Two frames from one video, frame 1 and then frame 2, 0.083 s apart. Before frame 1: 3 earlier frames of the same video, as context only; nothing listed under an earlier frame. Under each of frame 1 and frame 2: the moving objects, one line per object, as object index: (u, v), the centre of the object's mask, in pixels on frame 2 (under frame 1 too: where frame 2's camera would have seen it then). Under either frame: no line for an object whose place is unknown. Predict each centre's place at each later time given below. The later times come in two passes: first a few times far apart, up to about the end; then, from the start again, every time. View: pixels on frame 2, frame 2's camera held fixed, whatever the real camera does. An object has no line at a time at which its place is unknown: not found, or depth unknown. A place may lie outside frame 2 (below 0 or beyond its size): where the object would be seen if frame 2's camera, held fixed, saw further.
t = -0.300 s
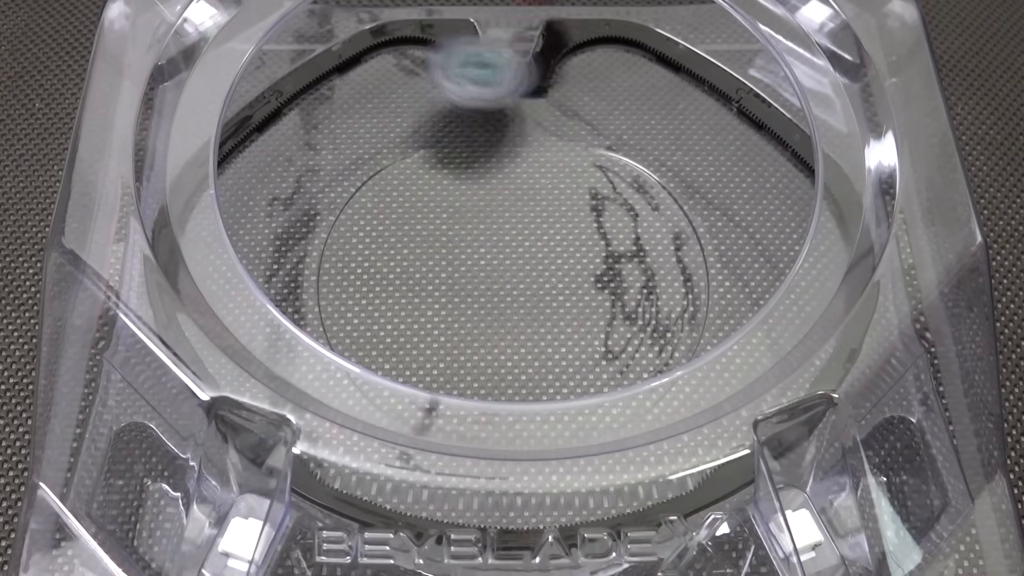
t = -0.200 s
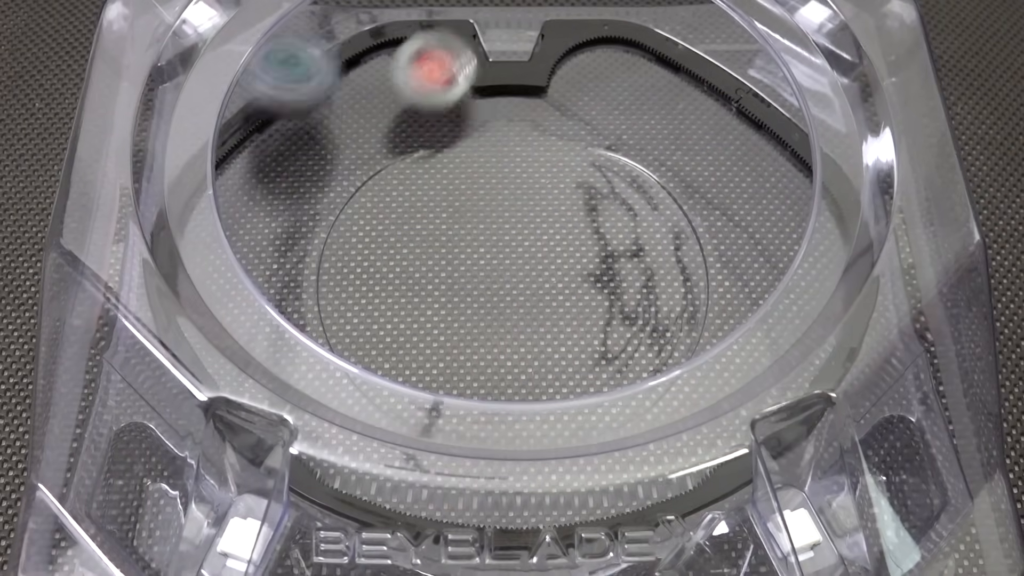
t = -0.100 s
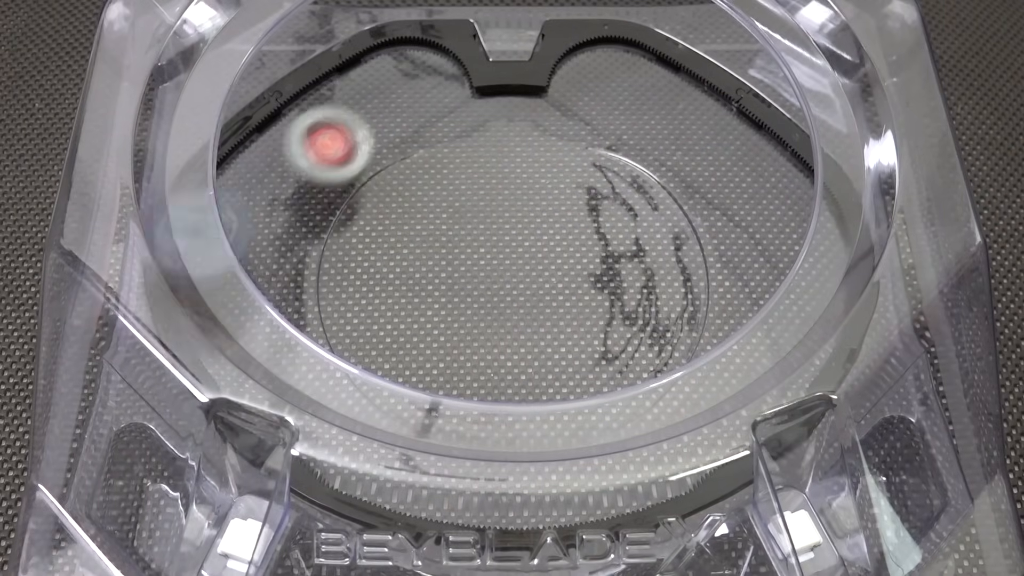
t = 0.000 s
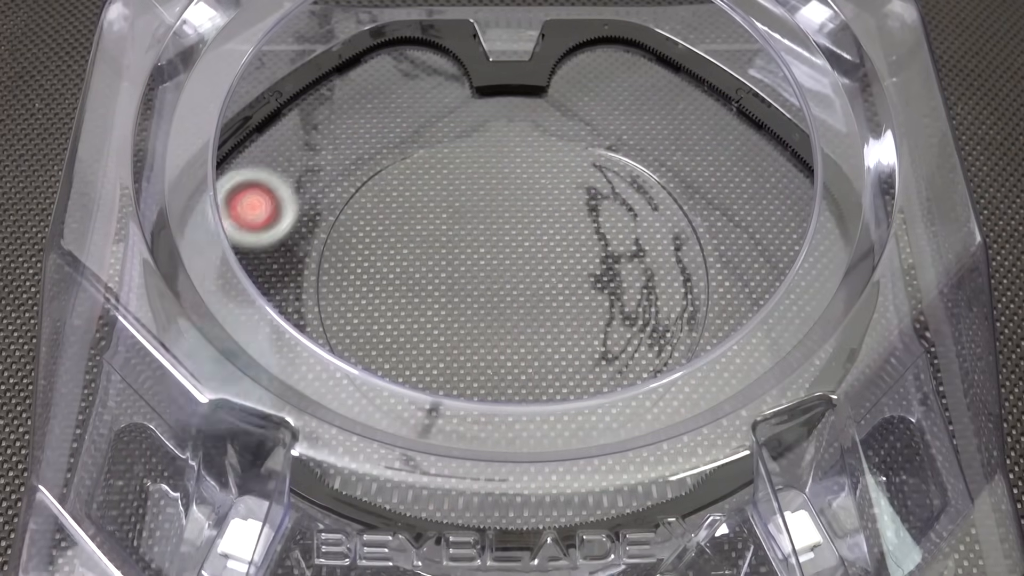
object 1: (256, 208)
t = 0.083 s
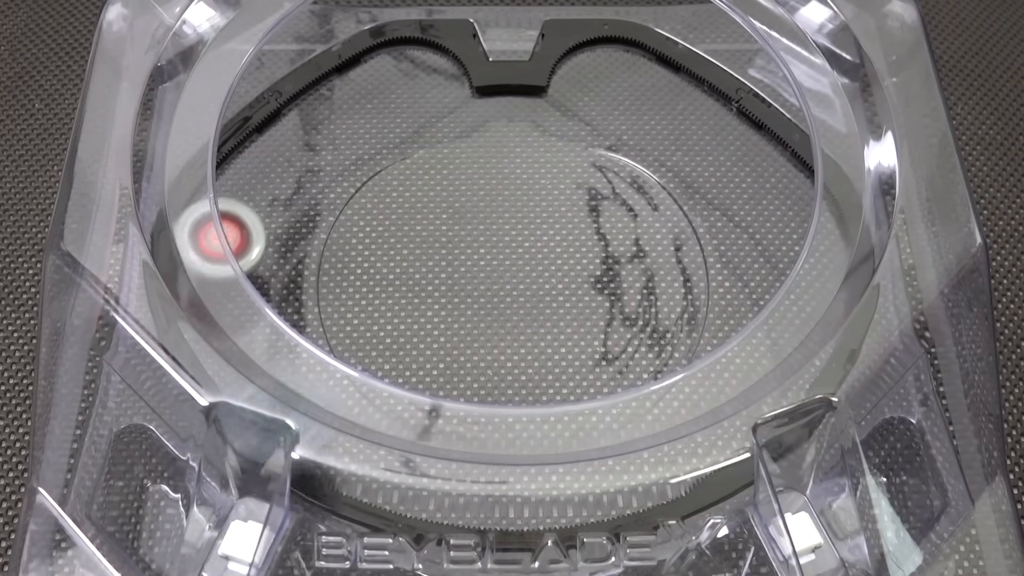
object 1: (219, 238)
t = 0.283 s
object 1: (299, 221)
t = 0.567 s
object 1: (511, 123)
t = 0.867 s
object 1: (442, 71)
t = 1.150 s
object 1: (391, 44)
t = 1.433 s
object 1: (624, 332)
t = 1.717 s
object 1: (798, 252)
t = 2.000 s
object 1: (767, 228)
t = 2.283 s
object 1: (761, 200)
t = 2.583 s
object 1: (480, 259)
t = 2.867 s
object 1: (614, 281)
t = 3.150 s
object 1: (383, 71)
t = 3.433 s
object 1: (227, 217)
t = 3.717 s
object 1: (297, 372)
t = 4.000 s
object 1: (352, 411)
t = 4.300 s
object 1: (434, 395)
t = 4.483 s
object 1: (556, 281)
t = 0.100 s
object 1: (218, 242)
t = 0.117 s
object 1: (218, 244)
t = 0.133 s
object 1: (218, 246)
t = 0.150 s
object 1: (220, 247)
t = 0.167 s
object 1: (223, 247)
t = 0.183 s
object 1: (229, 245)
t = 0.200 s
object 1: (253, 239)
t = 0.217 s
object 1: (258, 239)
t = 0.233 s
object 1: (264, 236)
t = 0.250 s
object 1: (270, 233)
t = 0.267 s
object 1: (283, 227)
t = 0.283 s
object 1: (299, 221)
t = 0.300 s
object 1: (316, 213)
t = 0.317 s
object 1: (334, 207)
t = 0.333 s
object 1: (354, 201)
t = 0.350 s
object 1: (374, 197)
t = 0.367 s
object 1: (394, 193)
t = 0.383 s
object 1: (413, 191)
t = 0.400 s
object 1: (431, 187)
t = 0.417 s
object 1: (447, 182)
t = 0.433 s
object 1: (462, 176)
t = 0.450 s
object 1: (476, 170)
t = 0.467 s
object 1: (489, 162)
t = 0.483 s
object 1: (501, 154)
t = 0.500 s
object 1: (512, 145)
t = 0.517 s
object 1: (522, 136)
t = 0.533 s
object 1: (528, 128)
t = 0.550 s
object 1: (521, 125)
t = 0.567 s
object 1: (511, 123)
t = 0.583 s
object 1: (501, 122)
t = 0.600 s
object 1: (490, 120)
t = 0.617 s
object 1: (480, 118)
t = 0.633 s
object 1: (470, 115)
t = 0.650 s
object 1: (461, 111)
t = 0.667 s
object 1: (454, 107)
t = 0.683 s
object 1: (449, 103)
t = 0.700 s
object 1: (445, 99)
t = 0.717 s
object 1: (443, 95)
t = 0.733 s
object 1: (441, 92)
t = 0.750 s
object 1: (440, 90)
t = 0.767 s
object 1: (439, 87)
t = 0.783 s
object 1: (439, 84)
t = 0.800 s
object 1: (440, 82)
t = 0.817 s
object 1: (440, 80)
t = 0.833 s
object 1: (441, 77)
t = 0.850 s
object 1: (441, 74)
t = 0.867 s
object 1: (442, 71)
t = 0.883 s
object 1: (443, 67)
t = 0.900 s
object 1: (443, 64)
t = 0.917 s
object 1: (442, 60)
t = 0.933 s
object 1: (441, 56)
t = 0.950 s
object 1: (439, 52)
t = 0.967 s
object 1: (438, 48)
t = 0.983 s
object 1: (435, 44)
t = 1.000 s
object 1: (432, 39)
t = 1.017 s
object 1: (429, 35)
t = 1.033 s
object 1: (426, 32)
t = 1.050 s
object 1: (422, 30)
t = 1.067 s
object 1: (418, 28)
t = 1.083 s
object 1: (411, 29)
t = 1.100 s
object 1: (403, 31)
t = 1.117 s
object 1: (397, 33)
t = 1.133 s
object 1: (393, 37)
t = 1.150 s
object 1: (391, 44)
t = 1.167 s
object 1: (391, 51)
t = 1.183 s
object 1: (392, 60)
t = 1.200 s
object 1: (395, 72)
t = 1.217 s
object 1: (400, 85)
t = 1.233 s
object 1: (407, 102)
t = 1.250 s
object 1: (415, 119)
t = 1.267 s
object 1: (423, 139)
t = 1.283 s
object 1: (431, 162)
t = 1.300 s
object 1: (437, 184)
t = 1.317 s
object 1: (445, 210)
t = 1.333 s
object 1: (455, 233)
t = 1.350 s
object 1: (472, 255)
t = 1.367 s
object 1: (500, 268)
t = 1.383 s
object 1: (531, 284)
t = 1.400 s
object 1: (562, 301)
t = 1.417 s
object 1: (594, 321)
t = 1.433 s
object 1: (624, 332)
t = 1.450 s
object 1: (653, 336)
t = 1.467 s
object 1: (681, 347)
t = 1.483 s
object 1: (700, 342)
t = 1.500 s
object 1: (720, 340)
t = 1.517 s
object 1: (738, 338)
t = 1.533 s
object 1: (753, 338)
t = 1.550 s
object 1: (775, 347)
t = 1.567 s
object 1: (791, 355)
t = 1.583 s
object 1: (810, 349)
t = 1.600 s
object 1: (822, 338)
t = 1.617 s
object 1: (820, 322)
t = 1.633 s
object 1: (818, 309)
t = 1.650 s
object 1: (810, 296)
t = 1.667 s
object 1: (803, 287)
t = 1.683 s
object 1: (800, 275)
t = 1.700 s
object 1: (800, 262)
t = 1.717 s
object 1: (798, 252)
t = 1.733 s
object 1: (794, 242)
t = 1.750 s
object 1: (792, 231)
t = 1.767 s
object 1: (791, 222)
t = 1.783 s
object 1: (804, 212)
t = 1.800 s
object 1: (817, 206)
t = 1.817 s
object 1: (830, 202)
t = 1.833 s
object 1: (841, 201)
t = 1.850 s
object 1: (834, 207)
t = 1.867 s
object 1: (824, 208)
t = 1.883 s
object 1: (816, 210)
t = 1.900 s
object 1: (808, 213)
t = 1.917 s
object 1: (798, 214)
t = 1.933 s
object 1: (790, 216)
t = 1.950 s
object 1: (783, 218)
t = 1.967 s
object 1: (774, 221)
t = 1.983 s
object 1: (770, 224)
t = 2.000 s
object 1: (767, 228)
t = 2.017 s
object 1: (764, 231)
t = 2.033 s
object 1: (763, 235)
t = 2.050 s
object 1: (762, 240)
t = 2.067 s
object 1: (761, 244)
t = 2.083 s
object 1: (762, 247)
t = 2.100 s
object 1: (764, 252)
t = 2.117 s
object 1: (774, 259)
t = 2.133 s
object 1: (782, 265)
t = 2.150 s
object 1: (792, 272)
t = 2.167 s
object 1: (798, 278)
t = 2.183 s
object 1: (812, 285)
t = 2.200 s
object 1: (831, 297)
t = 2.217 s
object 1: (830, 289)
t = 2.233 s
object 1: (809, 260)
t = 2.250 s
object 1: (798, 240)
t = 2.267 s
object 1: (772, 216)
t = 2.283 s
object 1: (761, 200)
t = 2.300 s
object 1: (743, 177)
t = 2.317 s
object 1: (727, 157)
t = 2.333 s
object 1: (710, 138)
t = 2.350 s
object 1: (694, 121)
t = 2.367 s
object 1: (679, 103)
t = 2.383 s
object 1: (663, 89)
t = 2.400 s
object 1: (649, 75)
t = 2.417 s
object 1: (634, 62)
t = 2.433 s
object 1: (619, 51)
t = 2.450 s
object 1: (605, 42)
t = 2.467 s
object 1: (591, 33)
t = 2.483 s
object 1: (578, 28)
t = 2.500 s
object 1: (565, 42)
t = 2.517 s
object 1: (548, 80)
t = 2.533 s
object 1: (531, 125)
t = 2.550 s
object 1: (510, 179)
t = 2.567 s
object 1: (494, 226)
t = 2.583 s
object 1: (480, 259)
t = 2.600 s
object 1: (477, 271)
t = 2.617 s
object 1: (478, 276)
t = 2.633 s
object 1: (479, 280)
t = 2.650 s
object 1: (482, 285)
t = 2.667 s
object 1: (486, 290)
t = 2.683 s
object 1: (493, 297)
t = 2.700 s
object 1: (500, 303)
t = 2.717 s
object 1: (508, 310)
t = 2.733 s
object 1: (521, 317)
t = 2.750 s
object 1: (534, 325)
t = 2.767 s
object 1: (549, 331)
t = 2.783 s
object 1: (566, 335)
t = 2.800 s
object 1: (584, 339)
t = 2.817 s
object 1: (602, 338)
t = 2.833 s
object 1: (616, 333)
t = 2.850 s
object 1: (618, 307)
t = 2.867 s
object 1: (614, 281)
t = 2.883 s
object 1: (611, 258)
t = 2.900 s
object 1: (606, 233)
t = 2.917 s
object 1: (601, 210)
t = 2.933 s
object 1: (594, 189)
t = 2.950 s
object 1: (584, 170)
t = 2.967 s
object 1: (572, 152)
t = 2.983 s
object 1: (559, 136)
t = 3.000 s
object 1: (544, 122)
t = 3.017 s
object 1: (529, 109)
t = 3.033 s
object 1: (514, 99)
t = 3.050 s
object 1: (499, 90)
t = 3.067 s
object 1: (481, 83)
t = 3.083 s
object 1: (463, 78)
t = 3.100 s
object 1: (444, 73)
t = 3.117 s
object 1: (424, 71)
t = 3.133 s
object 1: (403, 70)
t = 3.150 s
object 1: (383, 71)
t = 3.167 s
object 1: (366, 73)
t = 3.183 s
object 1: (352, 78)
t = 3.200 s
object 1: (336, 84)
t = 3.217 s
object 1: (322, 91)
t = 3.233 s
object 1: (308, 99)
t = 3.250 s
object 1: (296, 106)
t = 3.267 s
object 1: (284, 114)
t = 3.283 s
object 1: (272, 123)
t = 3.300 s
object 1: (263, 133)
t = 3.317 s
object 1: (256, 142)
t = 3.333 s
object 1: (251, 151)
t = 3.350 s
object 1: (243, 161)
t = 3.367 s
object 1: (237, 171)
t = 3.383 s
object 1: (233, 181)
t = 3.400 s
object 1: (229, 192)
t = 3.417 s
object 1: (227, 205)
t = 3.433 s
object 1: (227, 217)
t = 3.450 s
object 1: (227, 230)
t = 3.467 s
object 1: (228, 244)
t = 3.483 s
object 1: (231, 257)
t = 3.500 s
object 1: (239, 272)
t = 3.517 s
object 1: (249, 286)
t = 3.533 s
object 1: (257, 298)
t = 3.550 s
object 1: (270, 312)
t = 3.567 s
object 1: (283, 325)
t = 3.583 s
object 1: (279, 332)
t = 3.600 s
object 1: (267, 339)
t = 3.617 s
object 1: (242, 359)
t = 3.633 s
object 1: (236, 366)
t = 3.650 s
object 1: (245, 369)
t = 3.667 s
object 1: (256, 370)
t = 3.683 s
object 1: (268, 374)
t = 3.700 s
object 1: (282, 373)
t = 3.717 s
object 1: (297, 372)
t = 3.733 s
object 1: (309, 369)
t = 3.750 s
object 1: (319, 372)
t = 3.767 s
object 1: (326, 372)
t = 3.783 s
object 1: (334, 373)
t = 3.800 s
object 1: (341, 374)
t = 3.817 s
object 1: (348, 376)
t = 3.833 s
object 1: (353, 377)
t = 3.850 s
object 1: (358, 378)
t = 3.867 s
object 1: (361, 379)
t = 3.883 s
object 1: (364, 381)
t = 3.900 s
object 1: (365, 383)
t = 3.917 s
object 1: (365, 385)
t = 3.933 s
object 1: (364, 387)
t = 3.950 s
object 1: (362, 389)
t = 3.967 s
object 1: (360, 392)
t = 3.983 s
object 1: (360, 396)
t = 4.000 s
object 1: (352, 411)
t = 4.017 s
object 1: (353, 415)
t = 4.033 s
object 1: (353, 418)
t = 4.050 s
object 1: (354, 420)
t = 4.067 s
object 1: (356, 423)
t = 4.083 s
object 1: (359, 424)
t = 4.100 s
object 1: (362, 425)
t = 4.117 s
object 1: (367, 426)
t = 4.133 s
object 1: (371, 425)
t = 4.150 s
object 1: (375, 425)
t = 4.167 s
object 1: (381, 424)
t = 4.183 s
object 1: (386, 423)
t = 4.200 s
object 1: (392, 419)
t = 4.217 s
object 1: (401, 409)
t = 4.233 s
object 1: (407, 407)
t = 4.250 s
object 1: (412, 405)
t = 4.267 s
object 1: (418, 402)
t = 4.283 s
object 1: (424, 399)
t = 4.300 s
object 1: (434, 395)
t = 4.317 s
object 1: (444, 393)
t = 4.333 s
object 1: (461, 378)
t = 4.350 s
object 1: (476, 375)
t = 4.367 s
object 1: (490, 372)
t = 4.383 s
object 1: (506, 366)
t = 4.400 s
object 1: (519, 356)
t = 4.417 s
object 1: (532, 342)
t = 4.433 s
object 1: (541, 329)
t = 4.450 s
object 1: (549, 314)
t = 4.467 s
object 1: (554, 298)
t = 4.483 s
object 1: (556, 281)
